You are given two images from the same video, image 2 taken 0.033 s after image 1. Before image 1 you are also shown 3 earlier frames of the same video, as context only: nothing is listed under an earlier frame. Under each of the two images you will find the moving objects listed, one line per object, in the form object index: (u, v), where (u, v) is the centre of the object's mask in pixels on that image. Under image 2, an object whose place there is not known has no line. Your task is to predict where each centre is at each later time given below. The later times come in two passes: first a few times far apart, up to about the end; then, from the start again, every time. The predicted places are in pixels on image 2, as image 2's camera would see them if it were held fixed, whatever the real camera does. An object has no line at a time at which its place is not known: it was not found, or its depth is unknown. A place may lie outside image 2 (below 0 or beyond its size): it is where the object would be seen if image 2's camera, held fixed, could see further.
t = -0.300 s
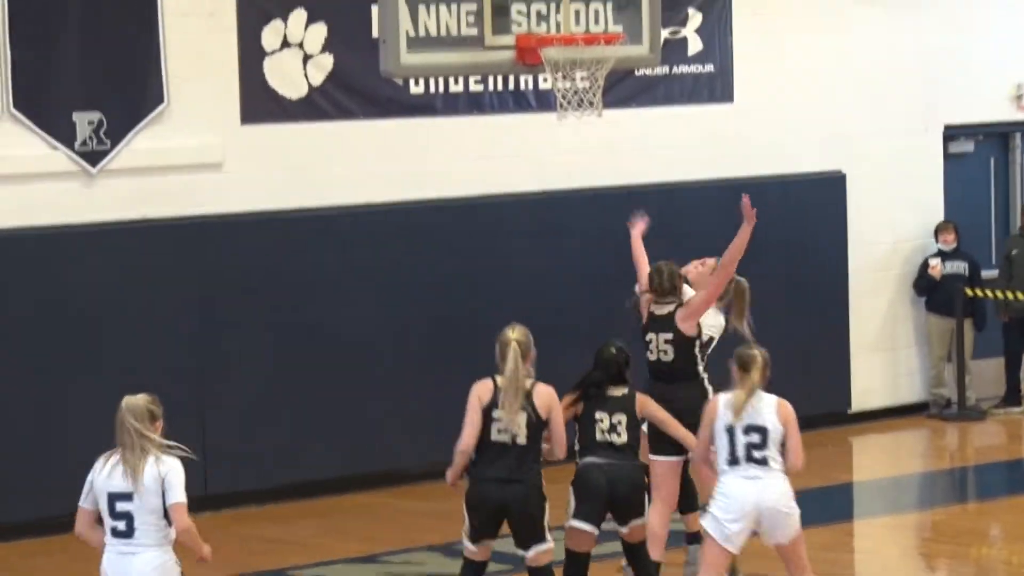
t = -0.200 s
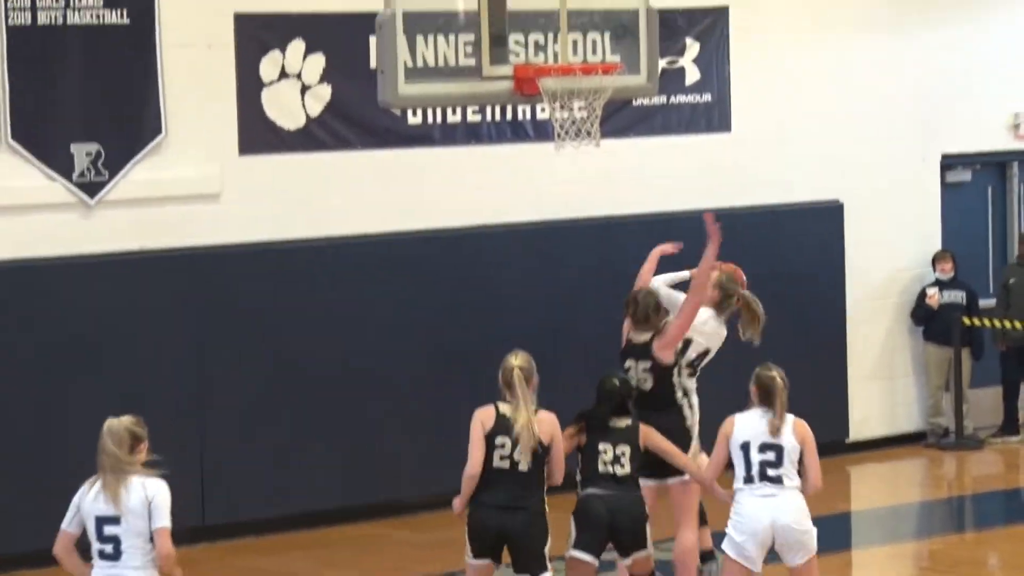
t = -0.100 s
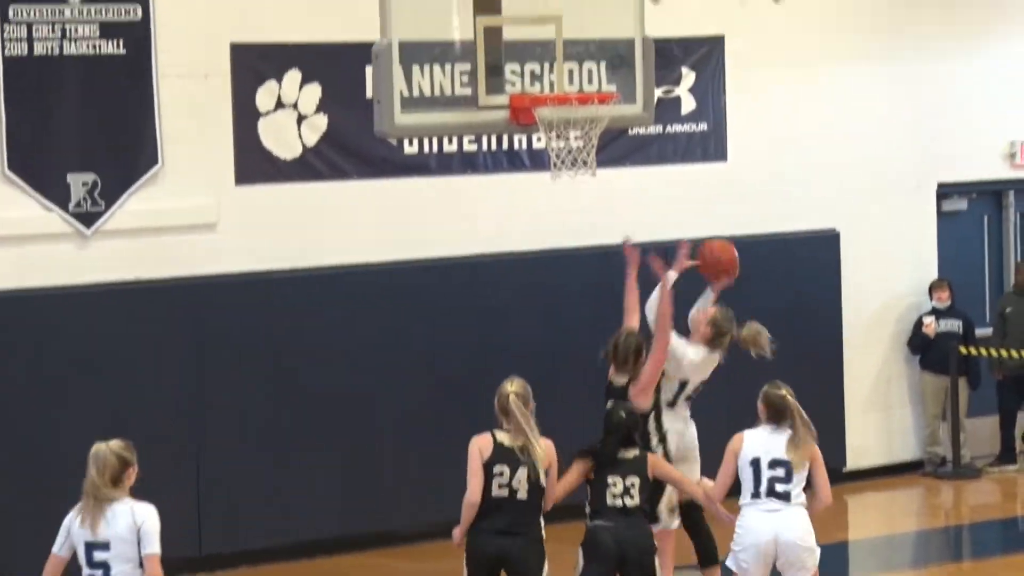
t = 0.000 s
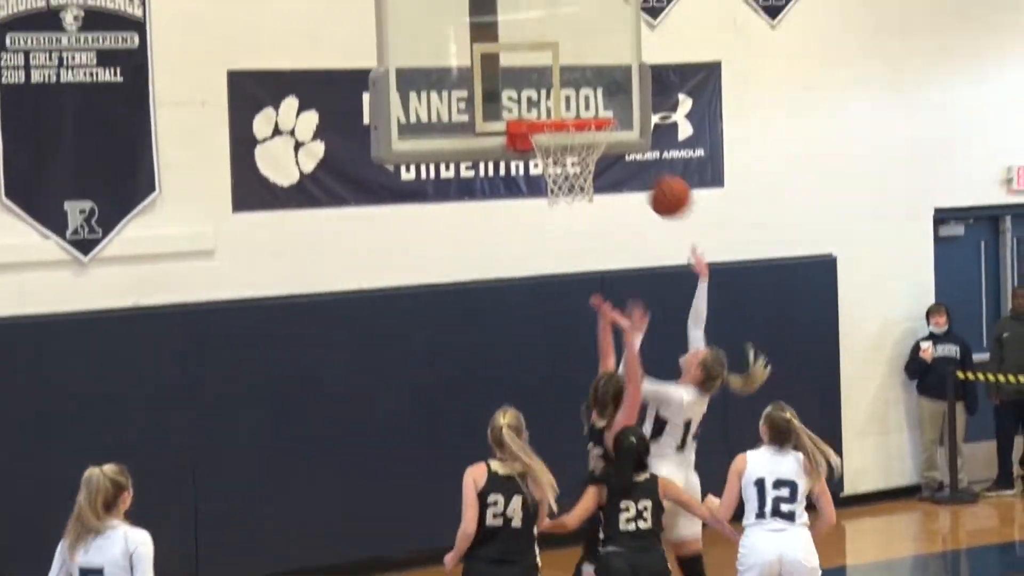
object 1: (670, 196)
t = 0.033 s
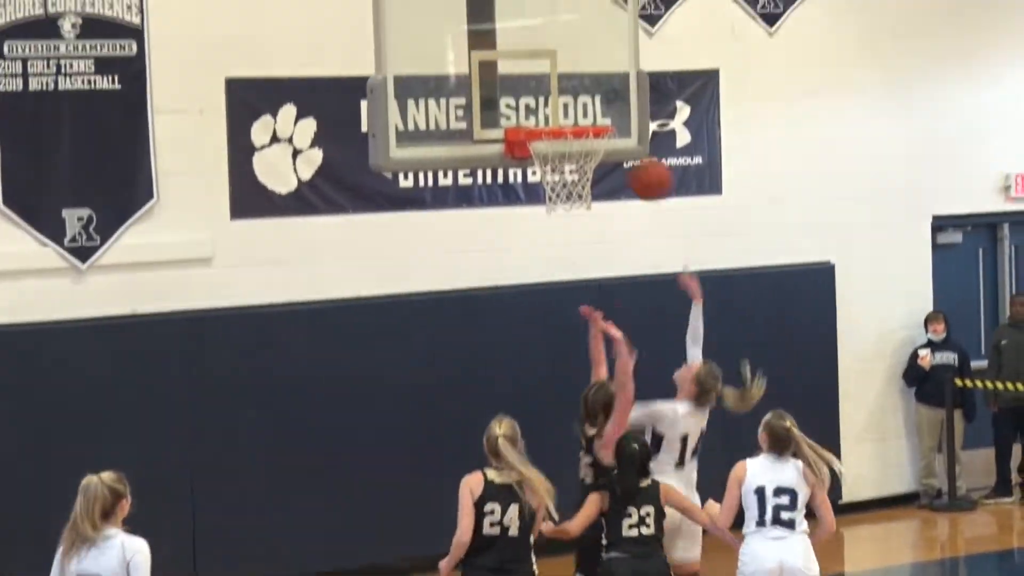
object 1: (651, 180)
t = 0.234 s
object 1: (602, 97)
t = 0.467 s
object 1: (607, 108)
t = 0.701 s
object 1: (579, 146)
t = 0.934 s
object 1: (556, 217)
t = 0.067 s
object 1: (633, 156)
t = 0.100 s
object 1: (617, 131)
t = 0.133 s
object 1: (598, 112)
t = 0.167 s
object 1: (600, 107)
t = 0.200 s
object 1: (601, 101)
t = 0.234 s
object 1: (602, 97)
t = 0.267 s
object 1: (603, 94)
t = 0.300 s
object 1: (605, 94)
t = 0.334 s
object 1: (606, 95)
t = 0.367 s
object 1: (607, 98)
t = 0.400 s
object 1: (609, 104)
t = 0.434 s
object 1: (609, 108)
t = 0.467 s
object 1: (607, 108)
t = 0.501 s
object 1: (604, 109)
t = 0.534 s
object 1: (600, 111)
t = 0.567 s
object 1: (597, 114)
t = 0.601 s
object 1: (592, 116)
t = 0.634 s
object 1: (587, 124)
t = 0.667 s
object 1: (583, 134)
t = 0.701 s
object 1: (579, 146)
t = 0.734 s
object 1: (574, 155)
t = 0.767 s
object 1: (569, 164)
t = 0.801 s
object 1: (565, 174)
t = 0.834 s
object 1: (563, 182)
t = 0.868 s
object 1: (560, 191)
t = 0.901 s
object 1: (558, 201)
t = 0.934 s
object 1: (556, 217)
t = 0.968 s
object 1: (554, 228)
